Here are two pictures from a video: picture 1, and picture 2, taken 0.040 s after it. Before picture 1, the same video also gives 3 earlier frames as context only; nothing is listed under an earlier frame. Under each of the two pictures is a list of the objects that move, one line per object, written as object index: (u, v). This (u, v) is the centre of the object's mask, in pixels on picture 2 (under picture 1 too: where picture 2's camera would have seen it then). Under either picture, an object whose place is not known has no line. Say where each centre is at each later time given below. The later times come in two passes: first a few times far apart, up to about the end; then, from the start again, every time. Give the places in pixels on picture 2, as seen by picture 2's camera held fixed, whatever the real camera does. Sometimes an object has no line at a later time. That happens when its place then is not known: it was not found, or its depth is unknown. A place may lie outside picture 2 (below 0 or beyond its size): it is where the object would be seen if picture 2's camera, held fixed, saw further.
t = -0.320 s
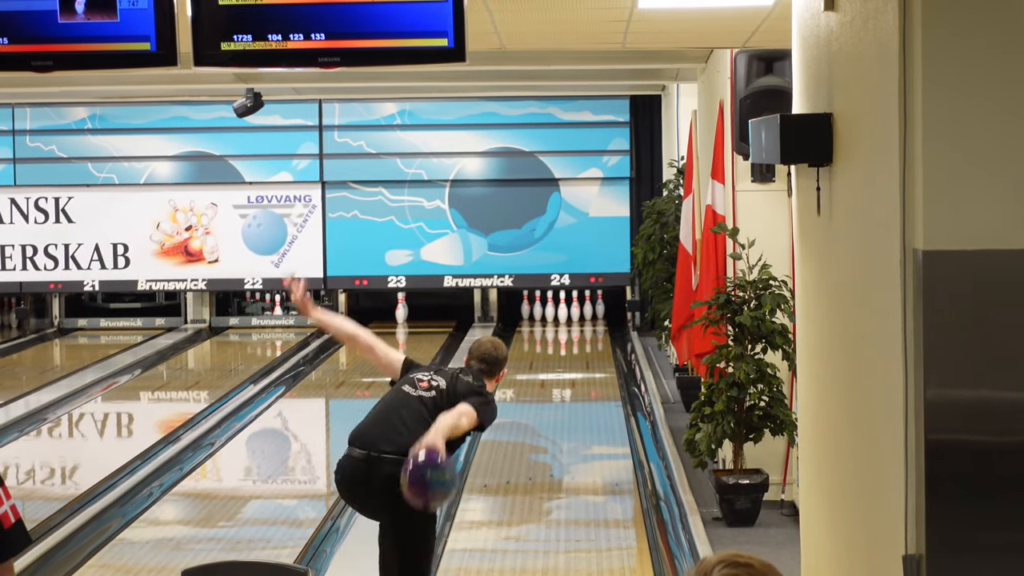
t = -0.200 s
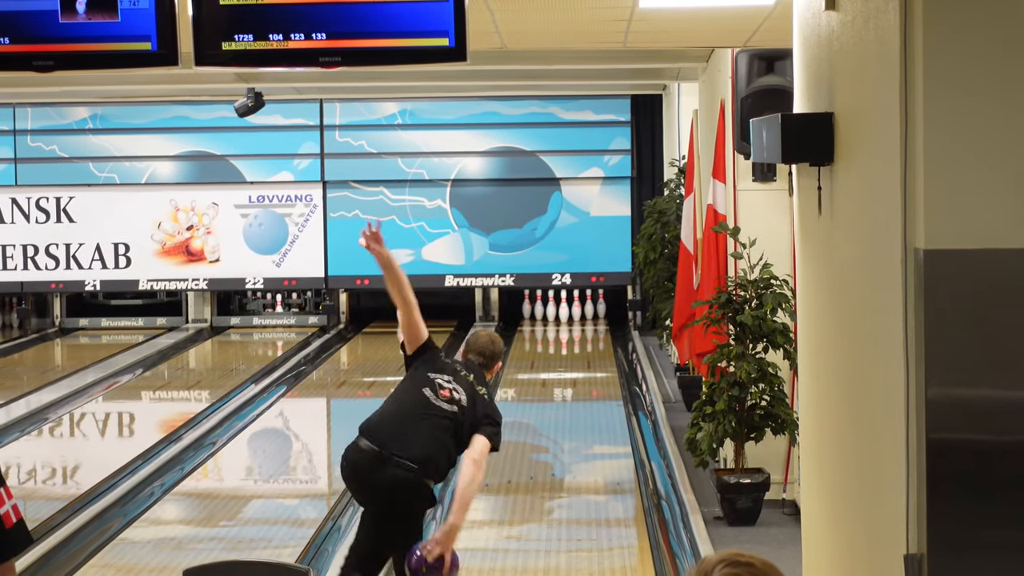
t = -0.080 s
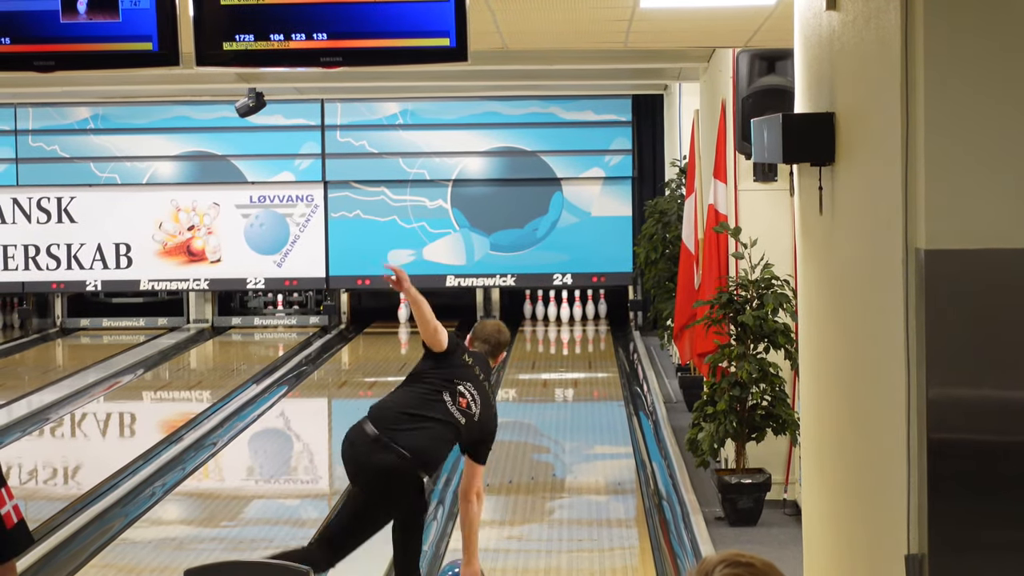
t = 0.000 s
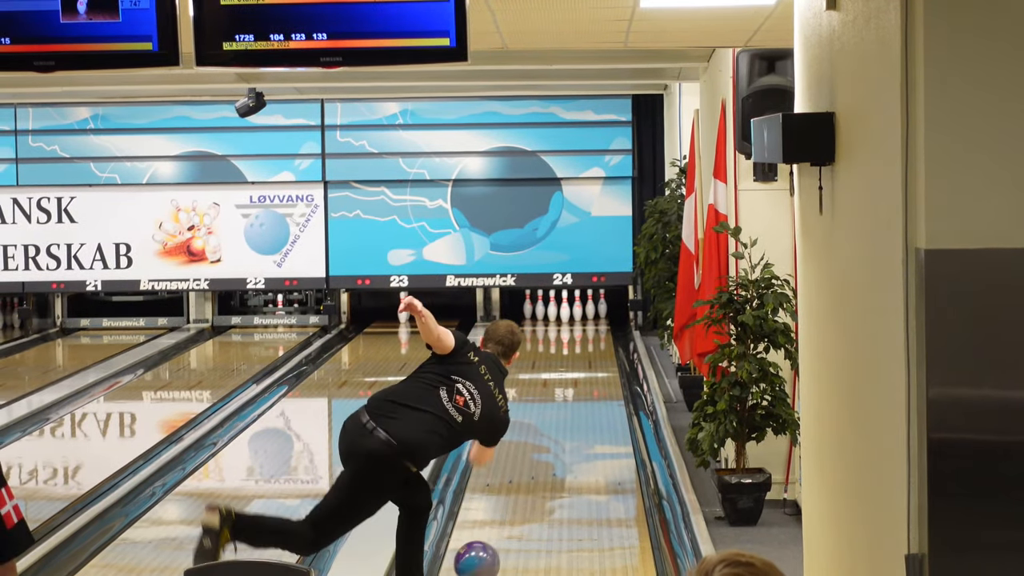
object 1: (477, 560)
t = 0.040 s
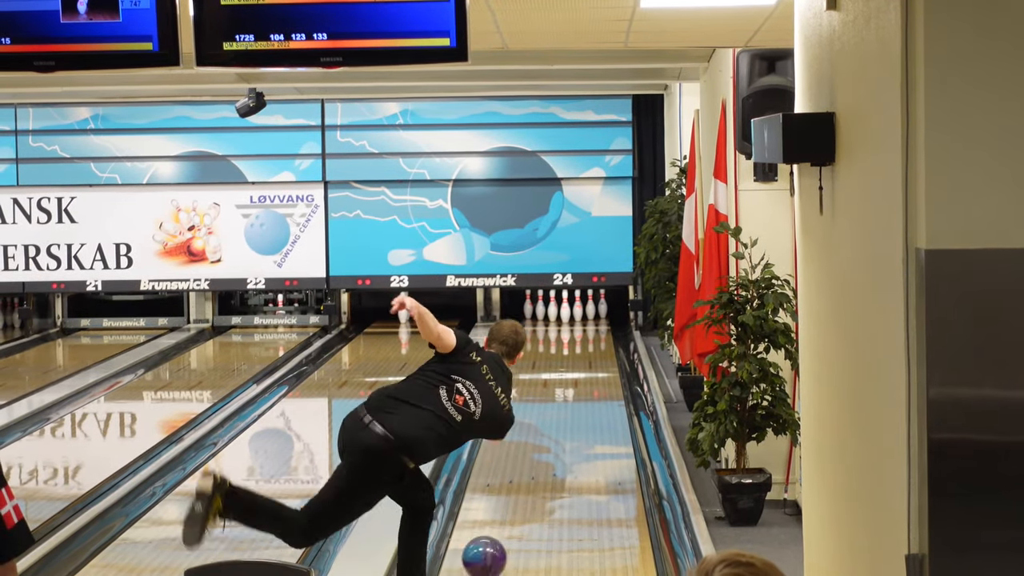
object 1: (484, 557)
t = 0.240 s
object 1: (515, 510)
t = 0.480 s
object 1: (532, 469)
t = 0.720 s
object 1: (562, 428)
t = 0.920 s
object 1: (574, 405)
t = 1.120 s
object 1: (592, 386)
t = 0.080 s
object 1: (491, 548)
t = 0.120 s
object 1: (497, 538)
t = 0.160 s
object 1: (504, 528)
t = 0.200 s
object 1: (509, 519)
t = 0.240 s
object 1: (515, 510)
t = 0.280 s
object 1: (520, 502)
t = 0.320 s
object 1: (525, 493)
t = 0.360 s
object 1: (529, 485)
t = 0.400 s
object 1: (534, 478)
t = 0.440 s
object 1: (538, 471)
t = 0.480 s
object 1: (532, 469)
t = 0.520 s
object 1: (552, 456)
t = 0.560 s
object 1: (550, 451)
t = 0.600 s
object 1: (553, 445)
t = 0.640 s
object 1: (556, 439)
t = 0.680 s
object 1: (559, 434)
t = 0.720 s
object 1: (562, 428)
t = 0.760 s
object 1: (565, 423)
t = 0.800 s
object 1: (567, 418)
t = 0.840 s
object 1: (570, 413)
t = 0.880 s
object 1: (572, 409)
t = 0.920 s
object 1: (574, 405)
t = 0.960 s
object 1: (576, 401)
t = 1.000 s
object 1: (579, 396)
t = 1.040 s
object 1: (581, 392)
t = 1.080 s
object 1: (584, 389)
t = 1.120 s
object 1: (592, 386)
